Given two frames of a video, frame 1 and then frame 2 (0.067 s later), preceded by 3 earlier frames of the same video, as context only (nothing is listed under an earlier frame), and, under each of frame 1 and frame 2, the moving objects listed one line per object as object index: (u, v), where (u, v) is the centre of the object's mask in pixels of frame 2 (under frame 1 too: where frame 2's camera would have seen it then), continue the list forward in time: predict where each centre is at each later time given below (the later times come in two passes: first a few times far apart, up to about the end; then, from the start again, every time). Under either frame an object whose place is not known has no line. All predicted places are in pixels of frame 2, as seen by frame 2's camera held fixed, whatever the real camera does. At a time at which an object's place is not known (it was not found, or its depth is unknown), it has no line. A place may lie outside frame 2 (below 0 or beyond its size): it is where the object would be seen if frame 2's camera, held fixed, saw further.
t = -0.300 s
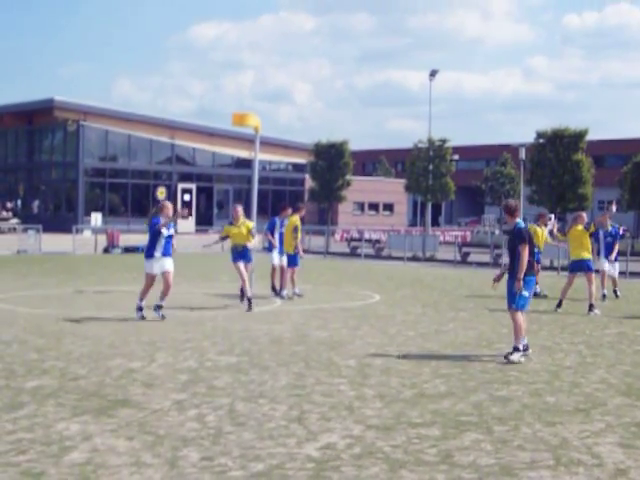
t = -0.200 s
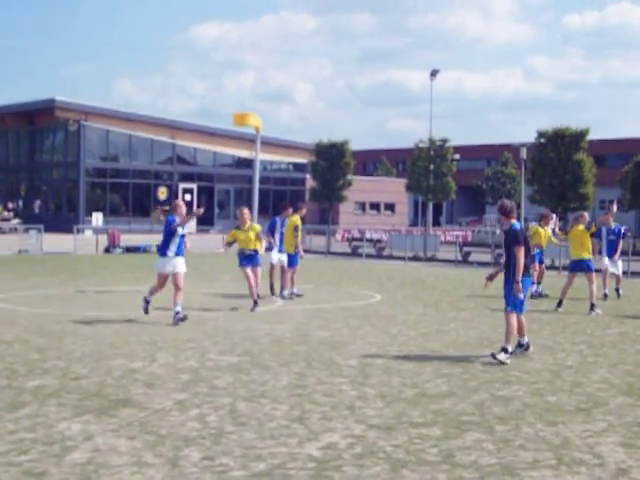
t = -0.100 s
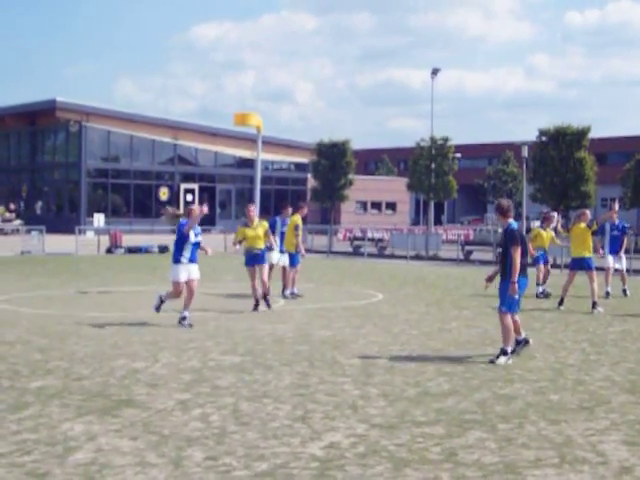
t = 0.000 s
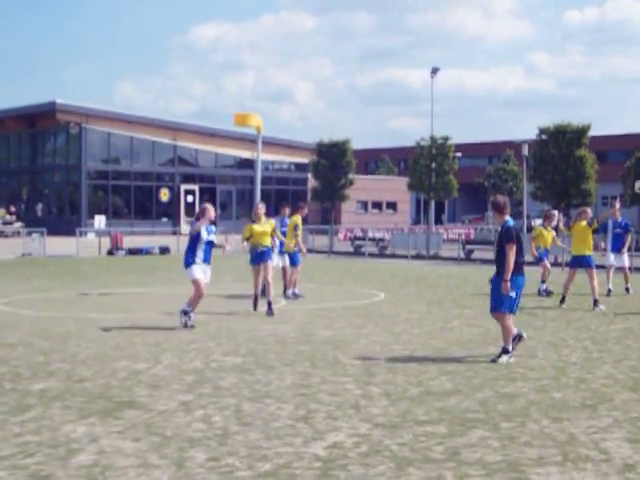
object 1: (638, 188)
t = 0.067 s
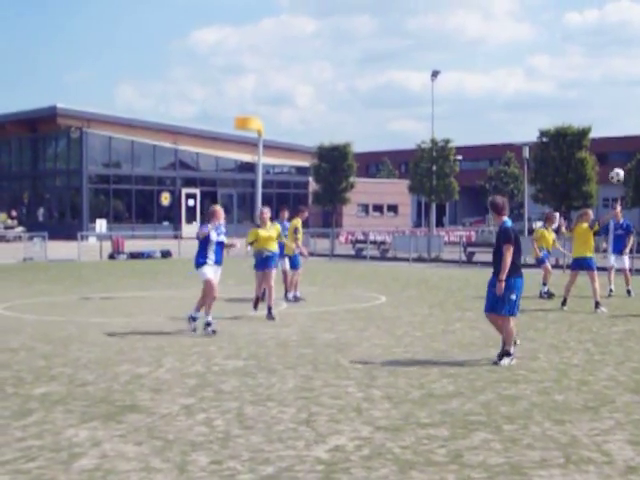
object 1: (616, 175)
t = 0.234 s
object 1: (547, 153)
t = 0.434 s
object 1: (457, 151)
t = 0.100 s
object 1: (604, 169)
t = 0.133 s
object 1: (590, 164)
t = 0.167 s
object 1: (576, 160)
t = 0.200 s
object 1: (562, 156)
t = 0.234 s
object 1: (547, 153)
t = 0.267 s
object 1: (531, 151)
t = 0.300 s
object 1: (519, 150)
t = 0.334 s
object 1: (503, 148)
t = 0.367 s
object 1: (488, 149)
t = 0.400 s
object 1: (473, 149)
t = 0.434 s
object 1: (457, 151)
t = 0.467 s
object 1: (441, 152)
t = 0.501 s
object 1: (424, 155)
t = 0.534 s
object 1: (407, 159)
